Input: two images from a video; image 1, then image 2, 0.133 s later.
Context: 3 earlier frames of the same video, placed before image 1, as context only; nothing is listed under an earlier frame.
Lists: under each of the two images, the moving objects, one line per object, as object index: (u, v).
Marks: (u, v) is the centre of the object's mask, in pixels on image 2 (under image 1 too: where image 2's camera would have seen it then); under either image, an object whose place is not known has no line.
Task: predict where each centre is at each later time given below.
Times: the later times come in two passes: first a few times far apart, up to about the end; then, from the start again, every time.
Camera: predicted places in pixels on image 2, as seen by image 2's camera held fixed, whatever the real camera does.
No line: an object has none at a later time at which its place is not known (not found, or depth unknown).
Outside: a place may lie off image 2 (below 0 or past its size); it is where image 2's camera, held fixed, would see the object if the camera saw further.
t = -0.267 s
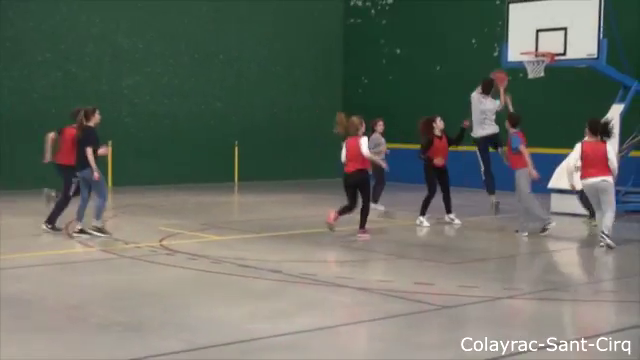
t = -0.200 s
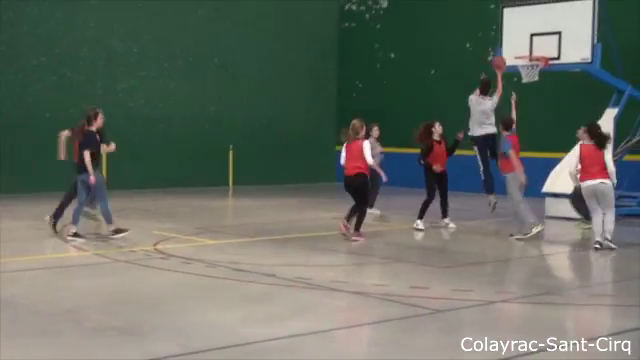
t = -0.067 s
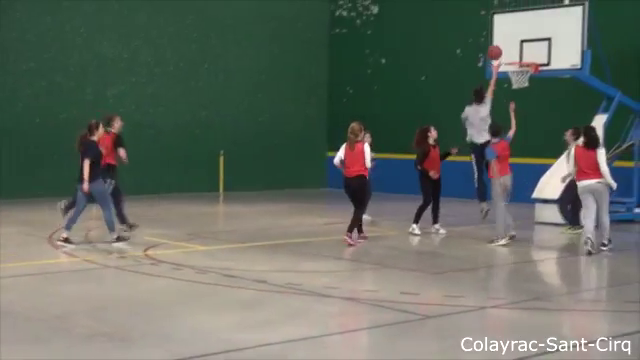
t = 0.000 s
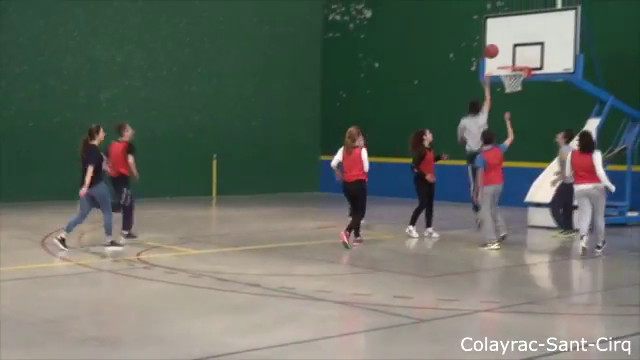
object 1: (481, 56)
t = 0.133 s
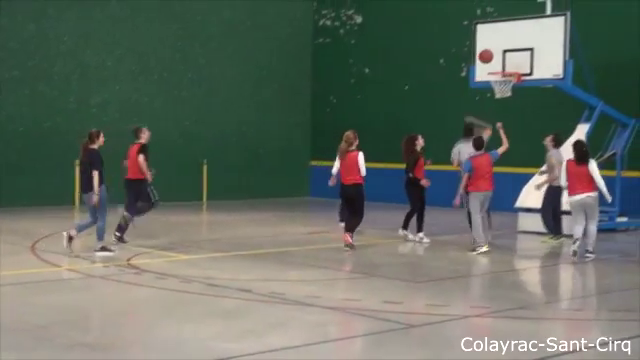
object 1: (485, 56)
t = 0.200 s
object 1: (488, 60)
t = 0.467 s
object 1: (484, 97)
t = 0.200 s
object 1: (488, 60)
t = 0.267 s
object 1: (491, 69)
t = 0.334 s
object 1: (492, 74)
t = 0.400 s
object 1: (487, 84)
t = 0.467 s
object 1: (484, 97)
